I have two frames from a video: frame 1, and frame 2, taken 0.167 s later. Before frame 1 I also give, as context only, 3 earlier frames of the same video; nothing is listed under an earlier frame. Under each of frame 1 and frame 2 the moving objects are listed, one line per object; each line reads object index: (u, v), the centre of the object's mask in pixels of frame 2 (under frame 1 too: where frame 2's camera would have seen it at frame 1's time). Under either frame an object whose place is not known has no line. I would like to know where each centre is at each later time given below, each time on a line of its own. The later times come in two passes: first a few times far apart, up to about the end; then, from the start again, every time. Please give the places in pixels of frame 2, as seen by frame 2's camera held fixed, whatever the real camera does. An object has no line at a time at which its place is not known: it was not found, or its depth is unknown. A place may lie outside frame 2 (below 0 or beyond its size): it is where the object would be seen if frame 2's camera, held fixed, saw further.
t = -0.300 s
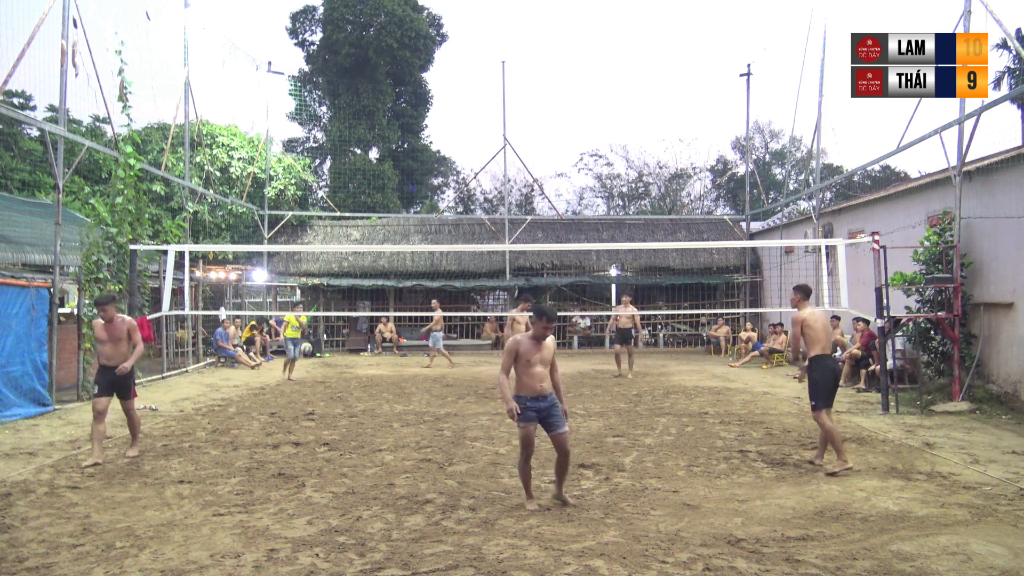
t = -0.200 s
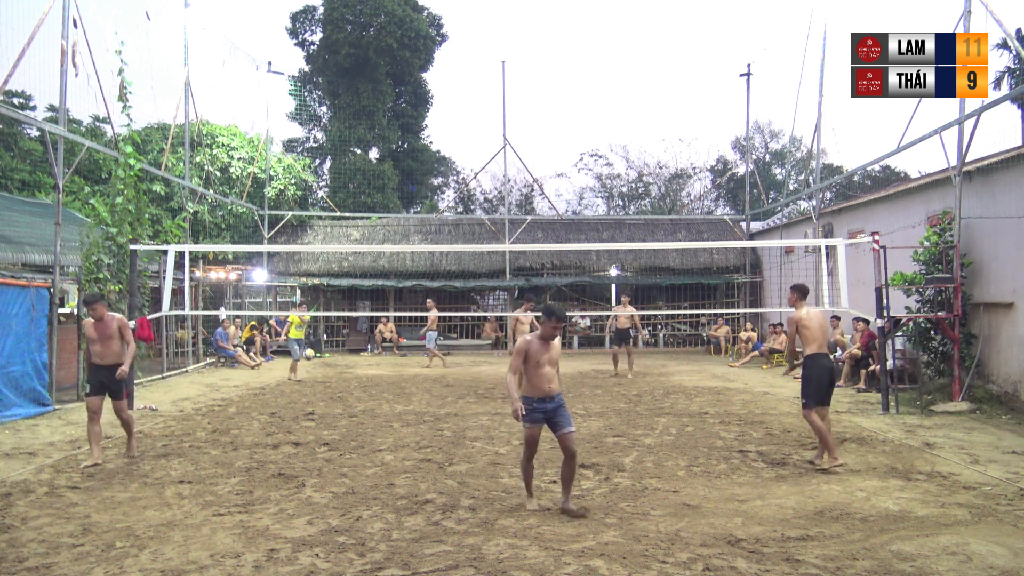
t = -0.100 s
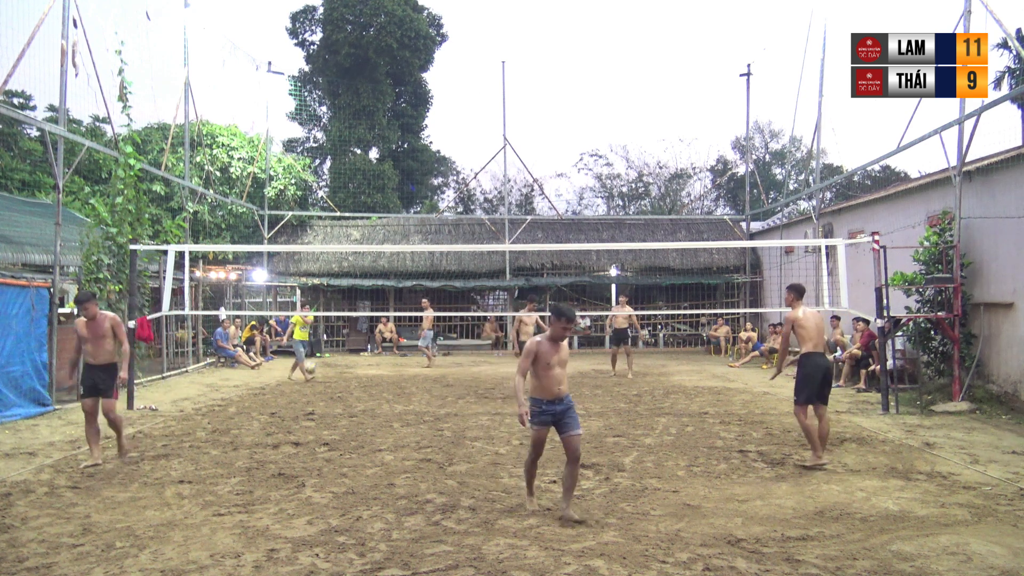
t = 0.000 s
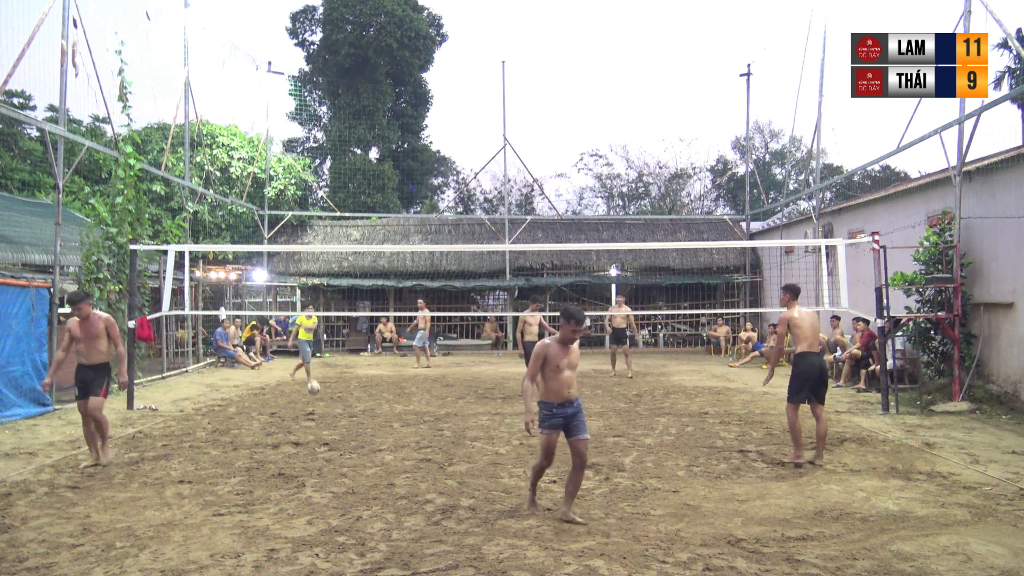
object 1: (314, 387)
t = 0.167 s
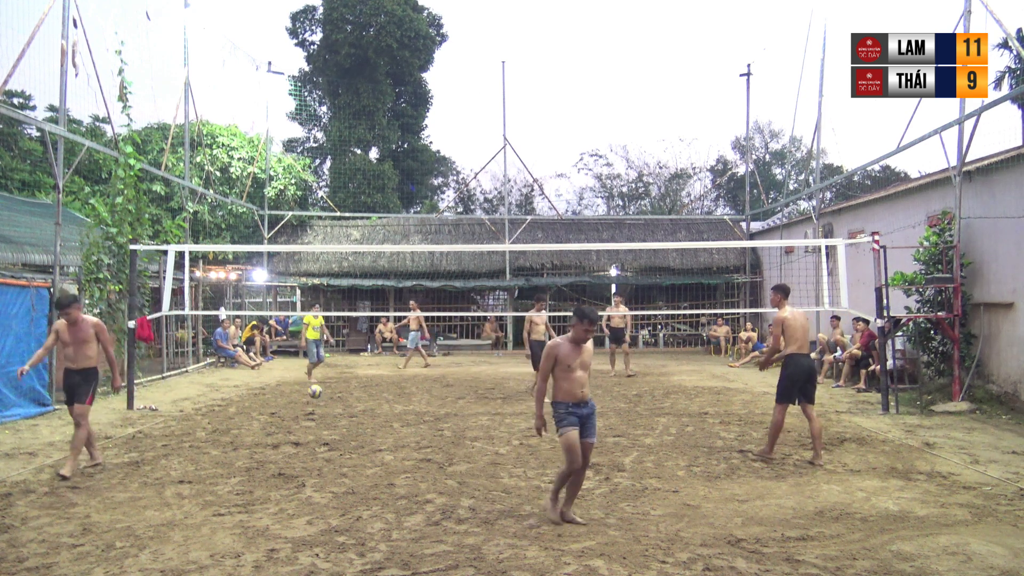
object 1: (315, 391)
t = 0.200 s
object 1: (315, 392)
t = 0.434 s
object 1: (315, 409)
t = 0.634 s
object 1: (312, 415)
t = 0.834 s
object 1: (310, 426)
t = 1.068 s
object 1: (306, 441)
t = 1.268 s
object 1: (303, 450)
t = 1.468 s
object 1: (304, 462)
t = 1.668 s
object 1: (306, 470)
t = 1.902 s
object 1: (314, 489)
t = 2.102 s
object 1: (319, 497)
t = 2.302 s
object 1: (328, 504)
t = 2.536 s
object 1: (338, 519)
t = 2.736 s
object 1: (345, 544)
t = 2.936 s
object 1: (356, 558)
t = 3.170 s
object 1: (369, 571)
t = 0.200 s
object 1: (315, 392)
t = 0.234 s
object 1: (315, 394)
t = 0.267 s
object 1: (315, 397)
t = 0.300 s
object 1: (316, 399)
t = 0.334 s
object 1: (315, 404)
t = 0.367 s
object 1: (316, 408)
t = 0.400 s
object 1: (315, 408)
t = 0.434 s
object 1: (315, 409)
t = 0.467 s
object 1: (315, 409)
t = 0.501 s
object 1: (314, 412)
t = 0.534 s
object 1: (314, 414)
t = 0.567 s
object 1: (313, 414)
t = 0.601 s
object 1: (313, 414)
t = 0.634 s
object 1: (312, 415)
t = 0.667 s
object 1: (312, 416)
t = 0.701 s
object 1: (311, 420)
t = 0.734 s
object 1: (311, 423)
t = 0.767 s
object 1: (311, 424)
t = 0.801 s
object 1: (310, 425)
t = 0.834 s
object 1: (310, 426)
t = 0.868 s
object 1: (309, 429)
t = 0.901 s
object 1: (309, 430)
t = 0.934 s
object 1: (308, 431)
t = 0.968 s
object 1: (308, 431)
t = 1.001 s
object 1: (307, 432)
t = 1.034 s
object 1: (306, 435)
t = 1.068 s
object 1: (306, 441)
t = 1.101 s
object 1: (305, 442)
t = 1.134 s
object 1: (305, 443)
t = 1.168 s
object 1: (304, 443)
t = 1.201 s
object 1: (304, 448)
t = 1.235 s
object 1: (304, 450)
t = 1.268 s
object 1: (303, 450)
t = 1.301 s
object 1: (303, 451)
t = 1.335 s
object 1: (303, 453)
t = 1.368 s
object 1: (303, 455)
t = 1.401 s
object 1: (304, 457)
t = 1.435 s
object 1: (303, 459)
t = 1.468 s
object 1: (304, 462)
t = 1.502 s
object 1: (304, 465)
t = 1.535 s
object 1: (304, 465)
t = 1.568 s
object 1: (304, 466)
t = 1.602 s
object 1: (305, 469)
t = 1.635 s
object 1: (306, 472)
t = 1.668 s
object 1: (306, 470)
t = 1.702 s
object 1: (308, 470)
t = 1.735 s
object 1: (309, 470)
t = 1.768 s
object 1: (309, 471)
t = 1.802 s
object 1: (311, 472)
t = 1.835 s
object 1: (312, 476)
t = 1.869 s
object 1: (313, 481)
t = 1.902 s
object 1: (314, 489)
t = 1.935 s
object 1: (315, 489)
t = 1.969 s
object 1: (316, 488)
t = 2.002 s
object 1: (317, 489)
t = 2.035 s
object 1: (318, 490)
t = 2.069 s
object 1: (319, 493)
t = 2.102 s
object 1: (319, 497)
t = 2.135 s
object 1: (321, 504)
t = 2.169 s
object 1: (322, 503)
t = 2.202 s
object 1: (324, 501)
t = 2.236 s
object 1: (325, 501)
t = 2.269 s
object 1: (327, 502)
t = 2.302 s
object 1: (328, 504)
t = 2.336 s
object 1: (330, 508)
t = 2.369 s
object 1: (332, 512)
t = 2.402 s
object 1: (334, 520)
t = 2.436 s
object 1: (335, 519)
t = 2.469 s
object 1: (336, 517)
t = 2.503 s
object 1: (336, 517)
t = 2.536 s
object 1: (338, 519)
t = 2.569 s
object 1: (339, 523)
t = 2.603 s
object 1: (340, 528)
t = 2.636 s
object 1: (340, 535)
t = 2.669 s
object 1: (342, 538)
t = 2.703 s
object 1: (343, 539)
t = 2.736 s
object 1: (345, 544)
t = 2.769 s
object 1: (347, 549)
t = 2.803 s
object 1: (349, 551)
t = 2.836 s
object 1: (351, 553)
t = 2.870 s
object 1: (353, 556)
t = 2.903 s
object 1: (355, 557)
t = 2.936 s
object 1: (356, 558)
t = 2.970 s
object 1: (358, 559)
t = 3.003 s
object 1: (361, 561)
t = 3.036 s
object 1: (362, 564)
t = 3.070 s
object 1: (365, 567)
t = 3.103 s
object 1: (366, 568)
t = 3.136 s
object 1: (367, 569)
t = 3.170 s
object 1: (369, 571)
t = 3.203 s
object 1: (371, 571)
